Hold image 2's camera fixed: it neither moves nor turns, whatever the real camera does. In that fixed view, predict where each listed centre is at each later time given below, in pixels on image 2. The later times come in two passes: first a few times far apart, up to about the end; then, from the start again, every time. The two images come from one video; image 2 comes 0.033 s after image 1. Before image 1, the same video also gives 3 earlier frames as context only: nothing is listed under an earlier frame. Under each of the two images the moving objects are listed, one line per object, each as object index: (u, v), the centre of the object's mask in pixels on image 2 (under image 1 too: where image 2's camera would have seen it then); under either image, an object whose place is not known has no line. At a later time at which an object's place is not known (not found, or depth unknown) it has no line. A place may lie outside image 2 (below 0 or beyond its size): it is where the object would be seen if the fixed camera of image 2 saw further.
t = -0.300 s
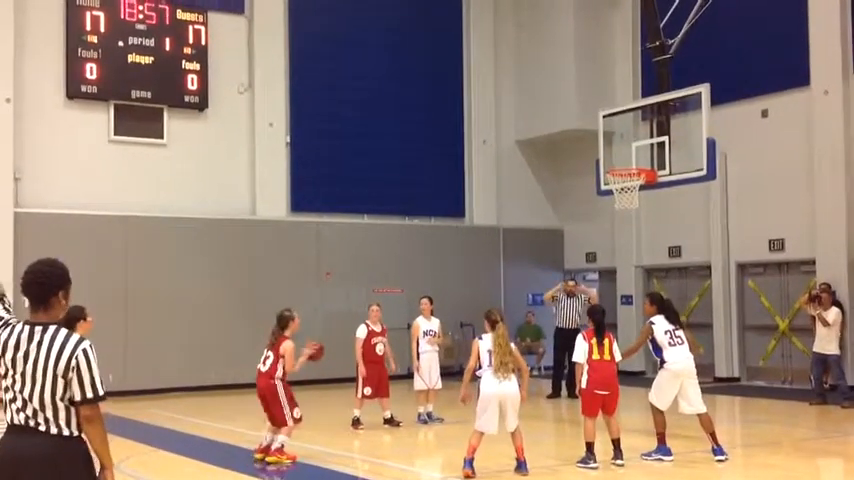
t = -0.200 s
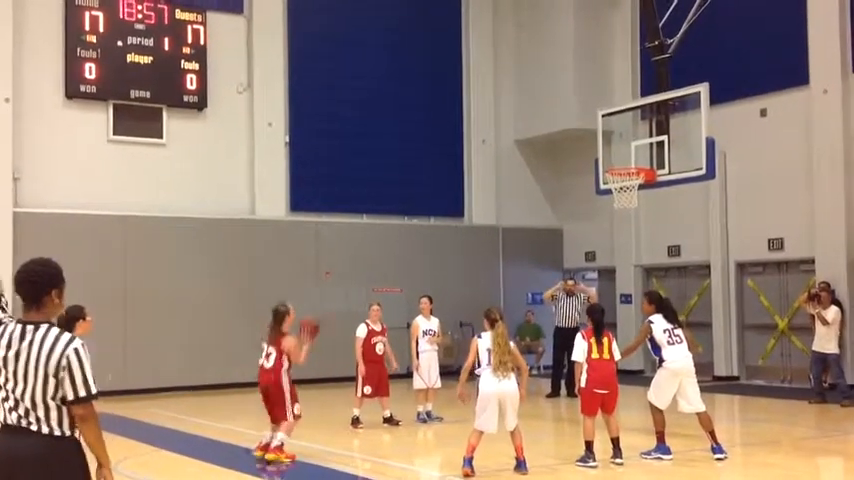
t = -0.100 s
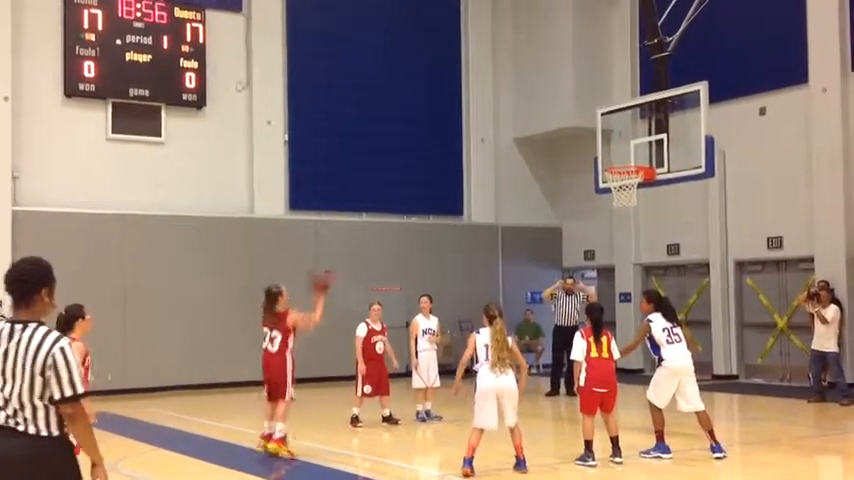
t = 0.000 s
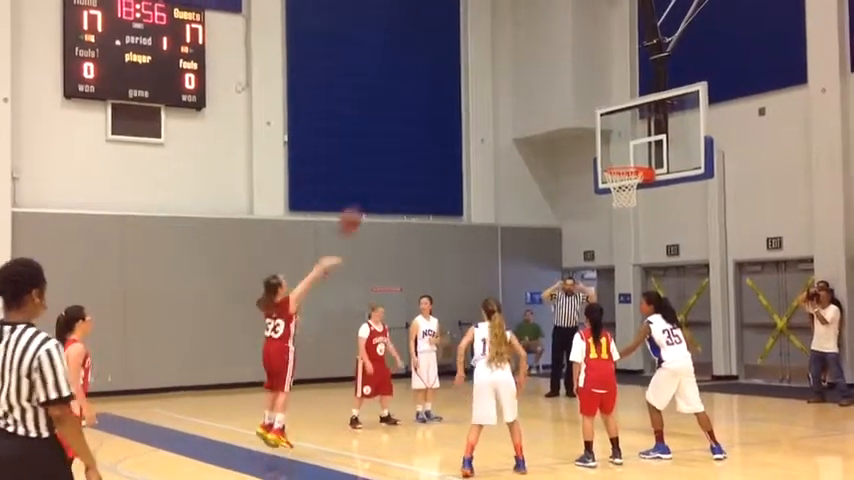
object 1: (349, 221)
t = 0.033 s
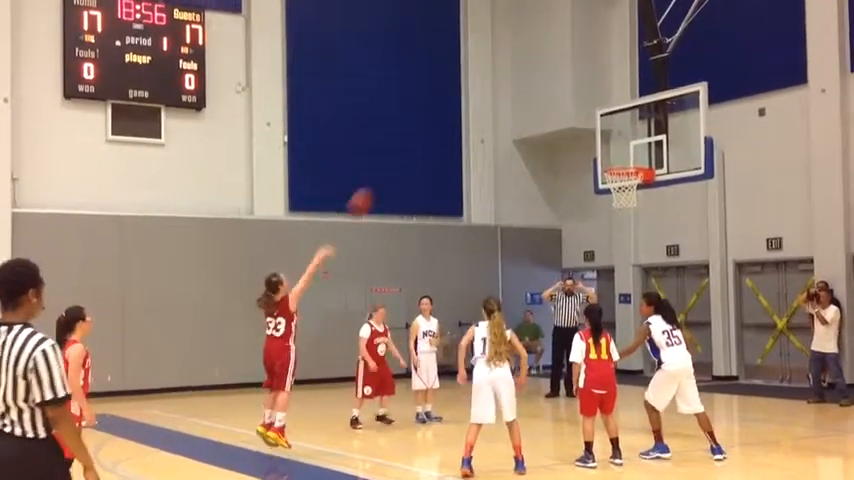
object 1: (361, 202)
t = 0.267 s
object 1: (432, 108)
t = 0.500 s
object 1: (499, 65)
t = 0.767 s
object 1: (568, 75)
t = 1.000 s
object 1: (625, 129)
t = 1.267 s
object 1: (608, 187)
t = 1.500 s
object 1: (606, 197)
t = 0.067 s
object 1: (371, 185)
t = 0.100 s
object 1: (382, 169)
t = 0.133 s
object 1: (391, 154)
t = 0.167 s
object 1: (402, 141)
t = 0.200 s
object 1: (412, 128)
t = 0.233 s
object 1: (422, 117)
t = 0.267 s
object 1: (432, 108)
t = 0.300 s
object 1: (441, 97)
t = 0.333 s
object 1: (451, 90)
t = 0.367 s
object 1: (461, 83)
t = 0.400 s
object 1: (471, 77)
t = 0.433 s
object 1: (480, 72)
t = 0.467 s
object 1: (489, 68)
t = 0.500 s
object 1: (499, 65)
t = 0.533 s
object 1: (507, 63)
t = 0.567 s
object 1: (517, 62)
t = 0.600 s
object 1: (526, 62)
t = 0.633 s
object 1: (534, 62)
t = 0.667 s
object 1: (543, 65)
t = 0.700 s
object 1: (551, 67)
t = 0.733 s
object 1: (559, 71)
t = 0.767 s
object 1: (568, 75)
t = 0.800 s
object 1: (576, 80)
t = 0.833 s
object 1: (584, 87)
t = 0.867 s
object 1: (593, 93)
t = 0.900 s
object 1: (600, 100)
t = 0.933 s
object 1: (608, 109)
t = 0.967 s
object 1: (617, 119)
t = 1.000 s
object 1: (625, 129)
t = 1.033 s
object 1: (633, 141)
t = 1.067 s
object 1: (638, 150)
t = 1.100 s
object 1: (631, 157)
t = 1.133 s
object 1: (624, 164)
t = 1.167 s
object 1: (618, 179)
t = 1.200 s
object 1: (613, 187)
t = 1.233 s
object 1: (610, 188)
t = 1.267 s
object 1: (608, 187)
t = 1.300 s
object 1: (608, 185)
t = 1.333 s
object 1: (608, 183)
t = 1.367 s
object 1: (605, 188)
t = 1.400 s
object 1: (605, 190)
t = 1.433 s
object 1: (605, 192)
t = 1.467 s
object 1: (606, 194)
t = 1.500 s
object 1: (606, 197)
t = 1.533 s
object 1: (605, 202)
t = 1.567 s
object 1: (605, 209)
